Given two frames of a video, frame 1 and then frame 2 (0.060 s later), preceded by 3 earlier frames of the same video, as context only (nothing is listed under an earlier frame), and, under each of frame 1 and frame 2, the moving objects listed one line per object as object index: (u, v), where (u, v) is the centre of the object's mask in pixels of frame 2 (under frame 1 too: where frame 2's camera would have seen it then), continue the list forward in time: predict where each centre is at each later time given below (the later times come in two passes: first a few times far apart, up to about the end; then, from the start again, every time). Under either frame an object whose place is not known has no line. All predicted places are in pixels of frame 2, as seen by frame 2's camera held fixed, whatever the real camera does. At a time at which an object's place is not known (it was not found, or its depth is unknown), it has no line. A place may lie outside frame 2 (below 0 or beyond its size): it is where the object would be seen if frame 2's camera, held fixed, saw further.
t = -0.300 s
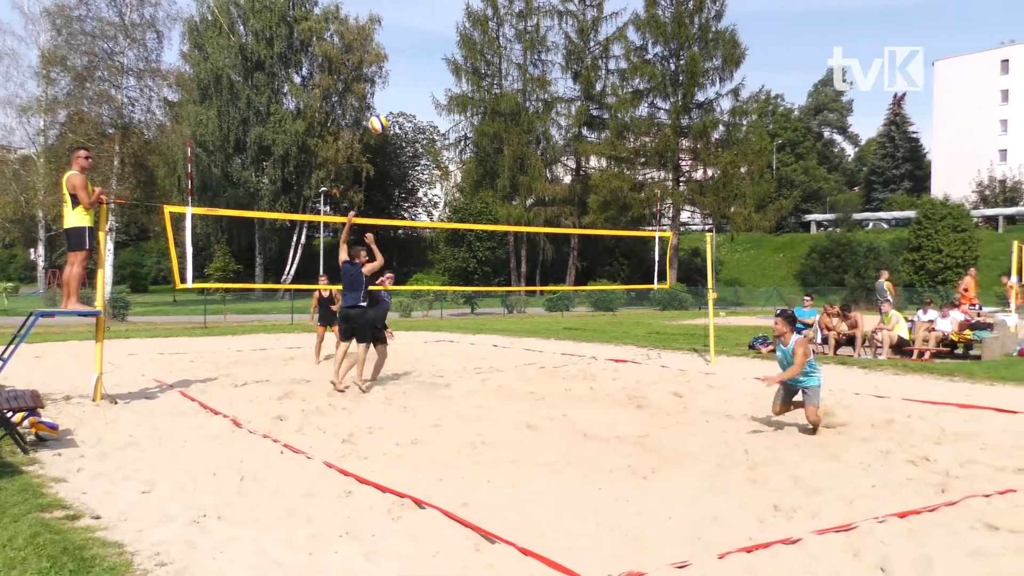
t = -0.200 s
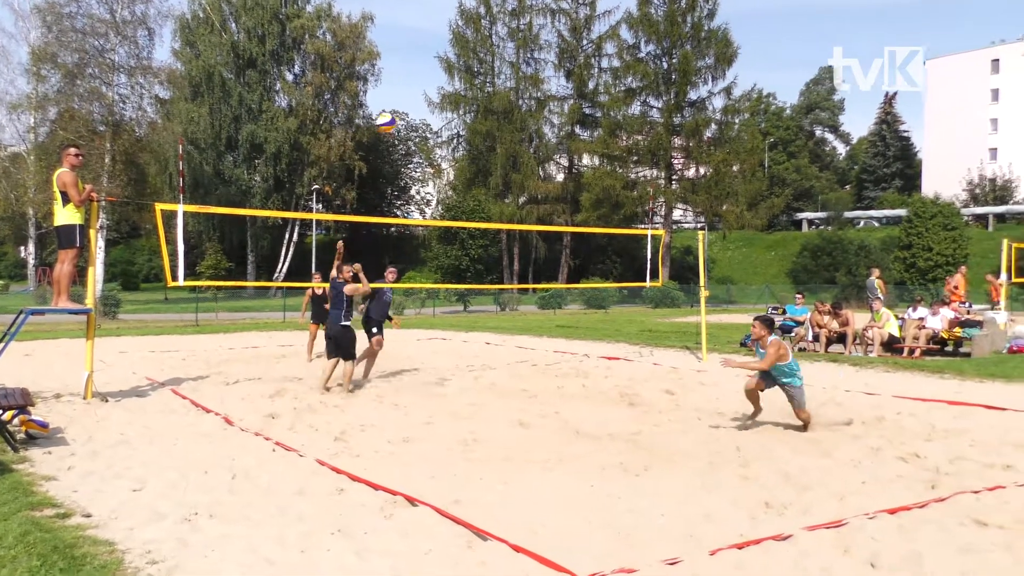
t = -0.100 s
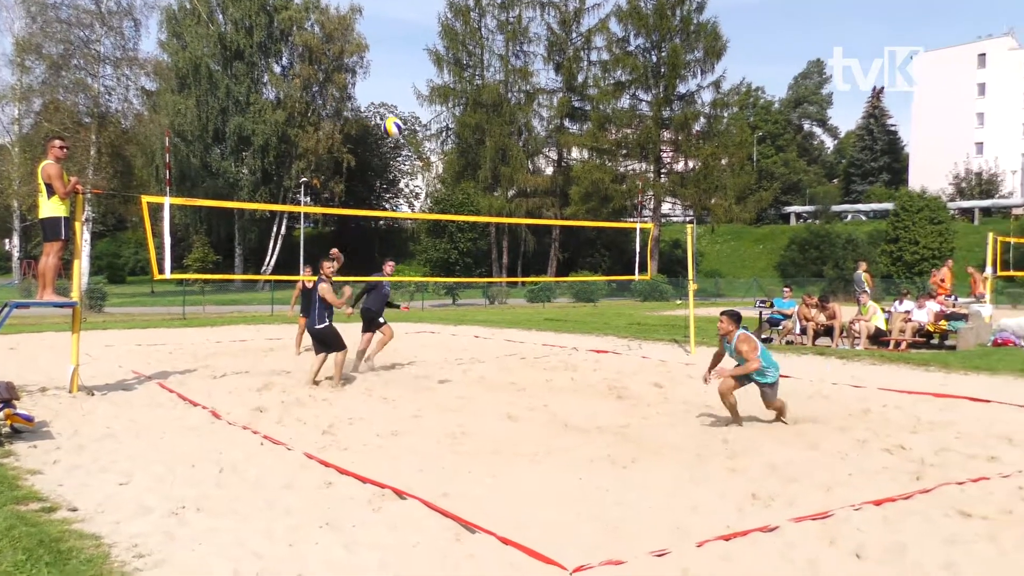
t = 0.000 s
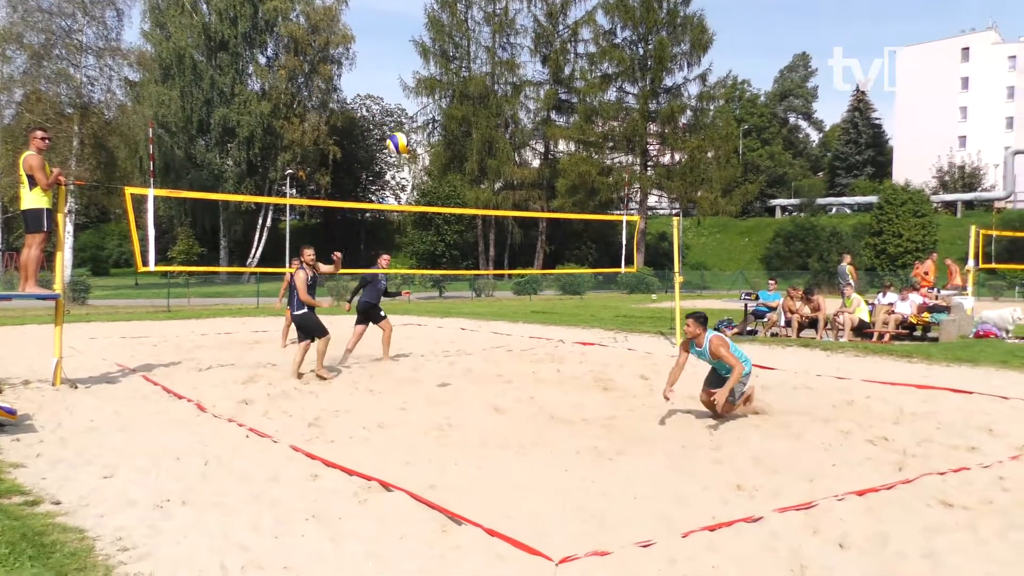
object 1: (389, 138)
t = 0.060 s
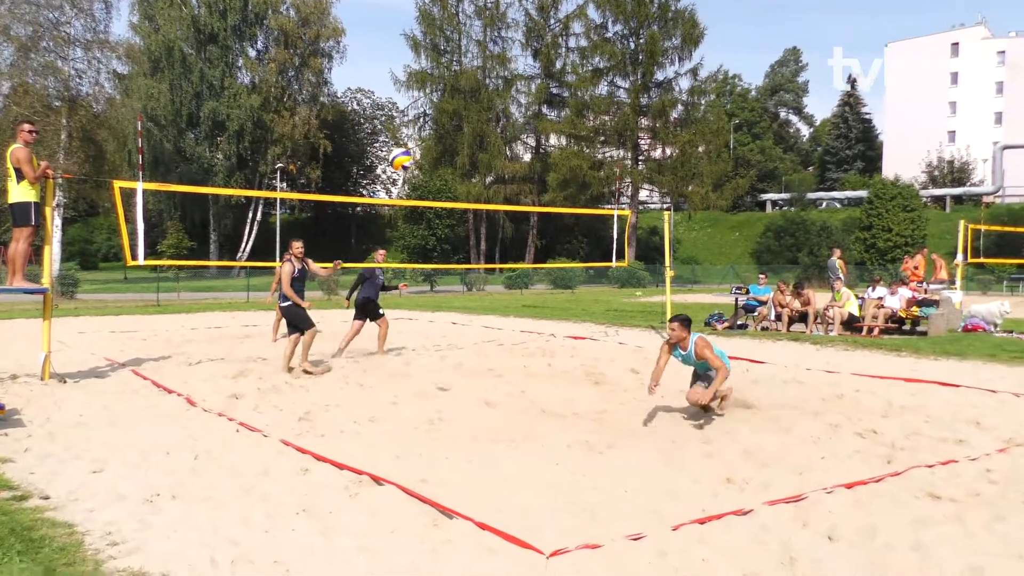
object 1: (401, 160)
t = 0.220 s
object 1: (438, 251)
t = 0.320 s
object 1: (466, 337)
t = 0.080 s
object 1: (404, 168)
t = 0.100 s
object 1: (410, 177)
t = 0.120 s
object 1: (413, 187)
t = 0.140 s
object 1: (419, 199)
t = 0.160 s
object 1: (423, 211)
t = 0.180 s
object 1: (428, 223)
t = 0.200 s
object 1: (434, 236)
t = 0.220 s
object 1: (438, 251)
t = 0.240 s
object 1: (443, 265)
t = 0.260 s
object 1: (449, 281)
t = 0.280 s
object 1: (455, 299)
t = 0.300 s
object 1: (461, 317)
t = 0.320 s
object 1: (466, 337)
